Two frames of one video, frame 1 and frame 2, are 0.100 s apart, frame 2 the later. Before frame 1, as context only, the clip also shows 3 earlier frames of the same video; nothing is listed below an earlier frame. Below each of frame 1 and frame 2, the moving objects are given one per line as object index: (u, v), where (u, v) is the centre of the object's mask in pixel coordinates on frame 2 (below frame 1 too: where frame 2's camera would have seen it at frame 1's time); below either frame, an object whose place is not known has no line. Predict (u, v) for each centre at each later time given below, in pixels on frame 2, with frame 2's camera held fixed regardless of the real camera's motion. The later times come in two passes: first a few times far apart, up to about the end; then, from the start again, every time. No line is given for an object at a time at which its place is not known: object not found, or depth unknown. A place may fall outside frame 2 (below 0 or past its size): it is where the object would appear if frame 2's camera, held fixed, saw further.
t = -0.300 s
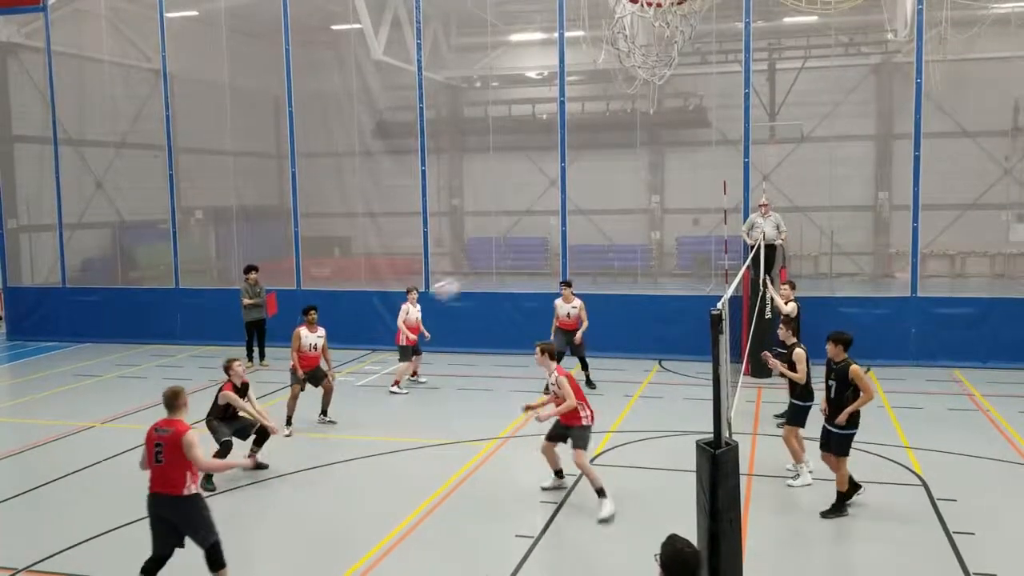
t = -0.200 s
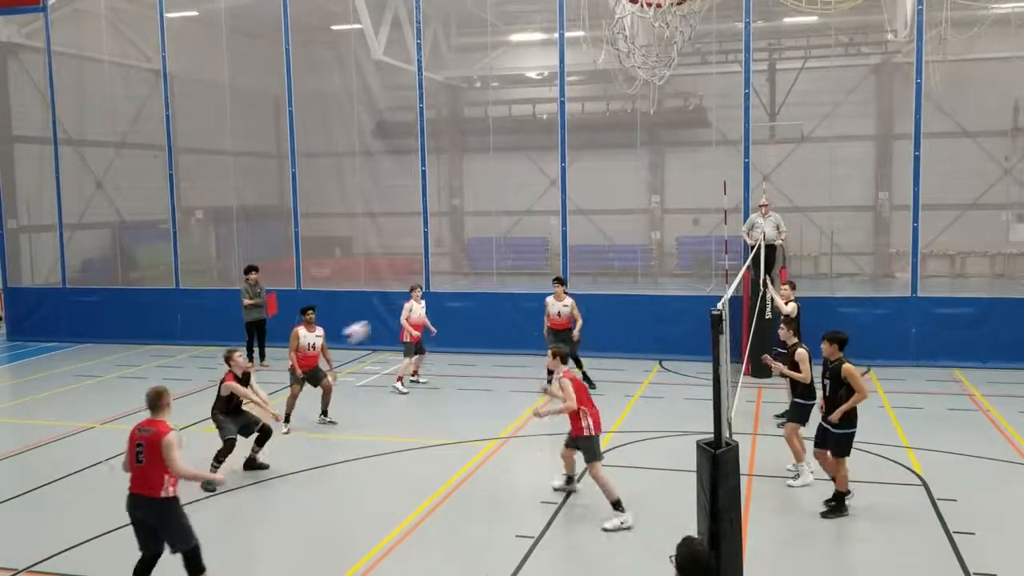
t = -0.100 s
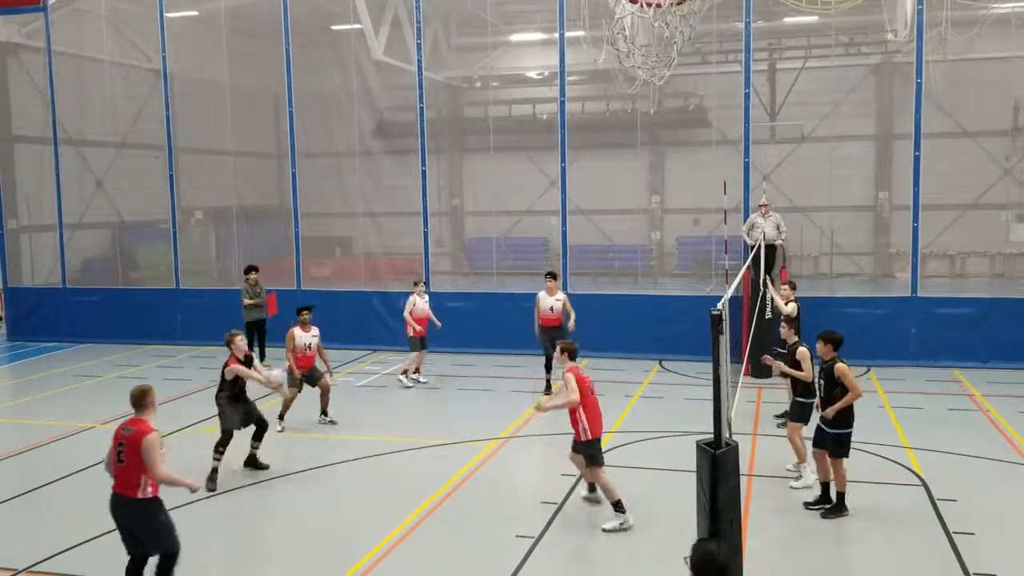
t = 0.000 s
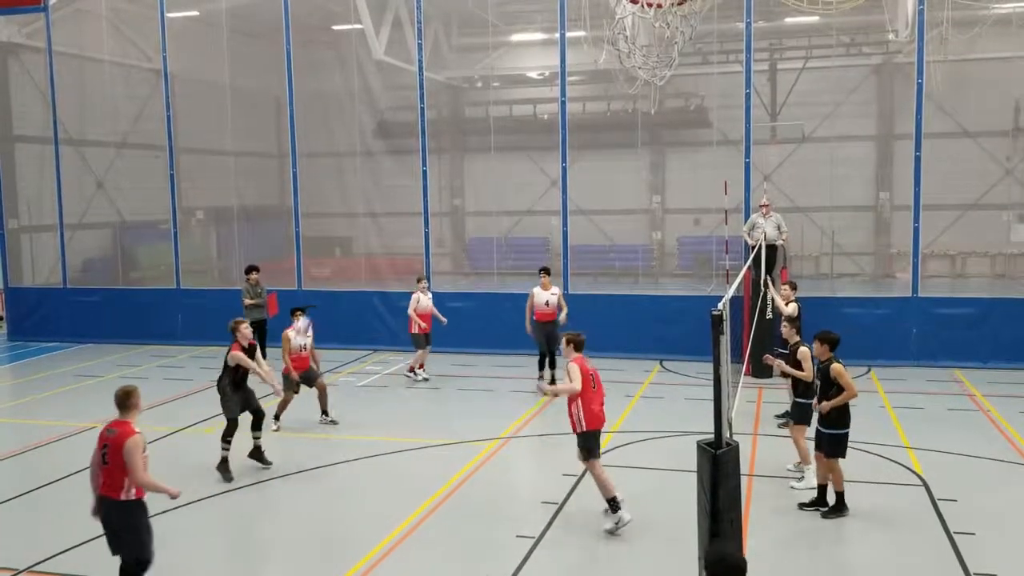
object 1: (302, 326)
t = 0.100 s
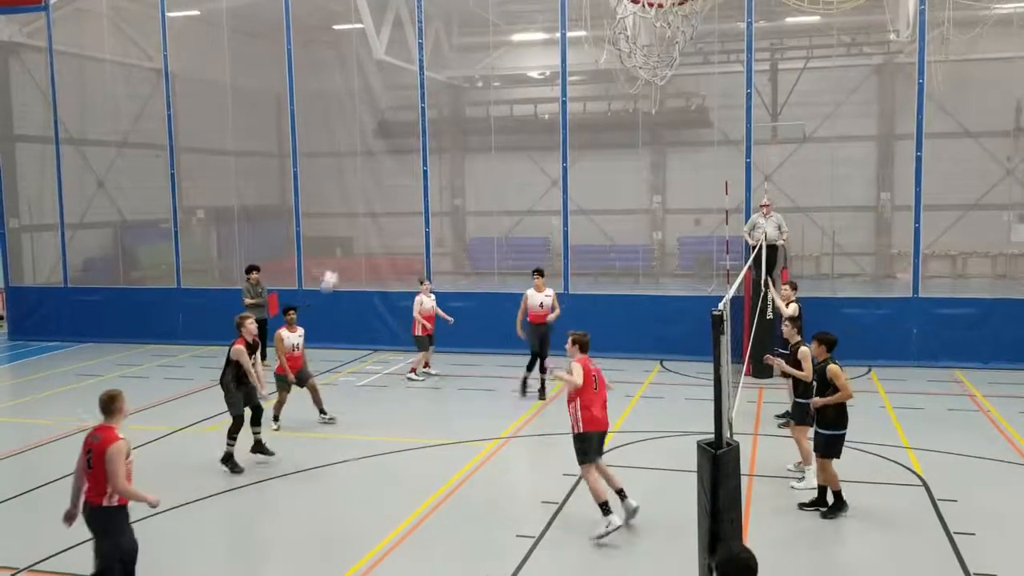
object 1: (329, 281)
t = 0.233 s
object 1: (367, 231)
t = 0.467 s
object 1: (432, 184)
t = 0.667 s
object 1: (490, 182)
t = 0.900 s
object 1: (558, 224)
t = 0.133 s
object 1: (338, 266)
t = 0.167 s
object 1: (348, 255)
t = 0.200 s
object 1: (357, 243)
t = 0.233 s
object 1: (367, 231)
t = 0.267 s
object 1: (375, 221)
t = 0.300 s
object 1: (385, 214)
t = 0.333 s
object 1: (393, 206)
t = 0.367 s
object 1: (403, 201)
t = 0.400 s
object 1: (411, 194)
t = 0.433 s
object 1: (422, 189)
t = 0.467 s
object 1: (432, 184)
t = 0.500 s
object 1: (440, 181)
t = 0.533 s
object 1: (451, 179)
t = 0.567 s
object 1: (460, 180)
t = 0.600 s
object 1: (470, 181)
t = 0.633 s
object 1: (481, 180)
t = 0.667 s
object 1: (490, 182)
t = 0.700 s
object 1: (499, 185)
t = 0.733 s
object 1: (509, 190)
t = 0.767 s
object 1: (520, 195)
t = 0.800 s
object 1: (529, 201)
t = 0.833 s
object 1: (540, 207)
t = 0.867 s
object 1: (549, 215)
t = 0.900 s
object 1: (558, 224)
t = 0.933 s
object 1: (567, 234)
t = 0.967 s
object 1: (579, 244)
